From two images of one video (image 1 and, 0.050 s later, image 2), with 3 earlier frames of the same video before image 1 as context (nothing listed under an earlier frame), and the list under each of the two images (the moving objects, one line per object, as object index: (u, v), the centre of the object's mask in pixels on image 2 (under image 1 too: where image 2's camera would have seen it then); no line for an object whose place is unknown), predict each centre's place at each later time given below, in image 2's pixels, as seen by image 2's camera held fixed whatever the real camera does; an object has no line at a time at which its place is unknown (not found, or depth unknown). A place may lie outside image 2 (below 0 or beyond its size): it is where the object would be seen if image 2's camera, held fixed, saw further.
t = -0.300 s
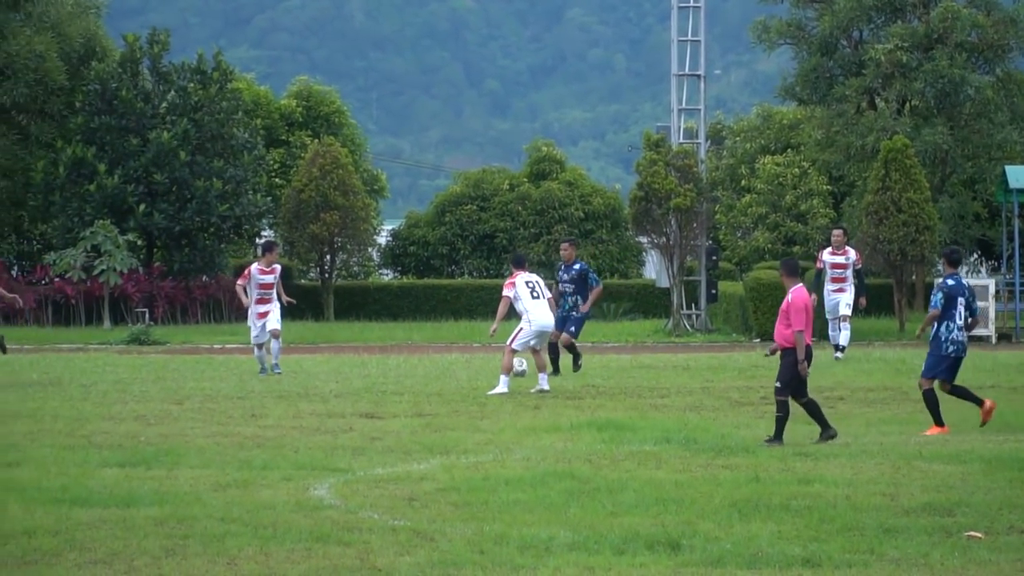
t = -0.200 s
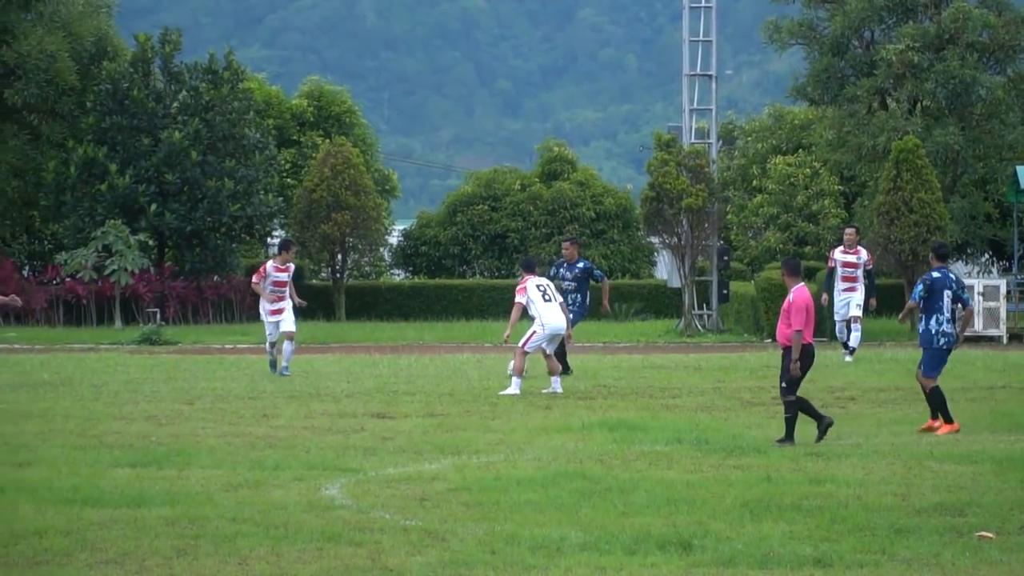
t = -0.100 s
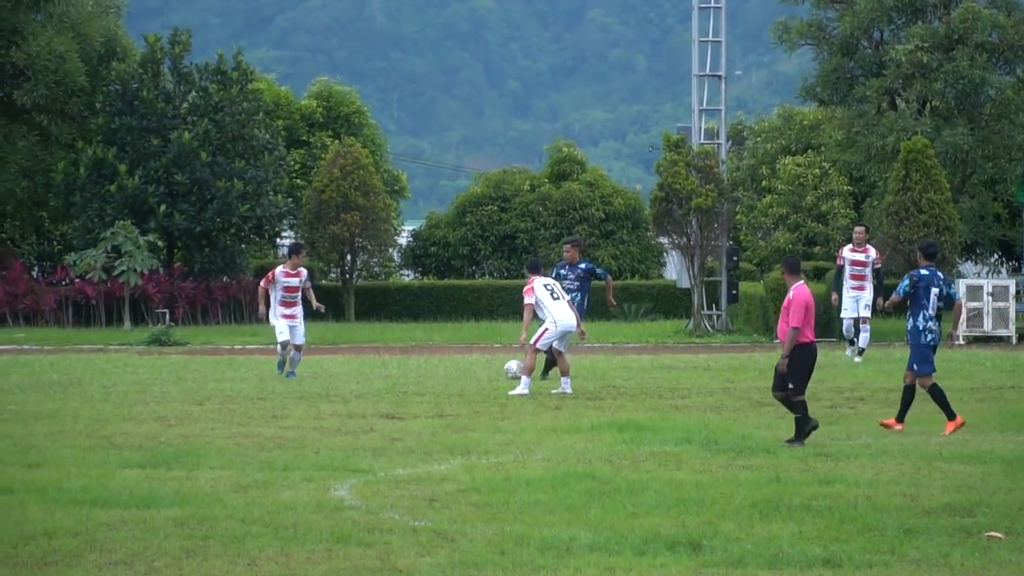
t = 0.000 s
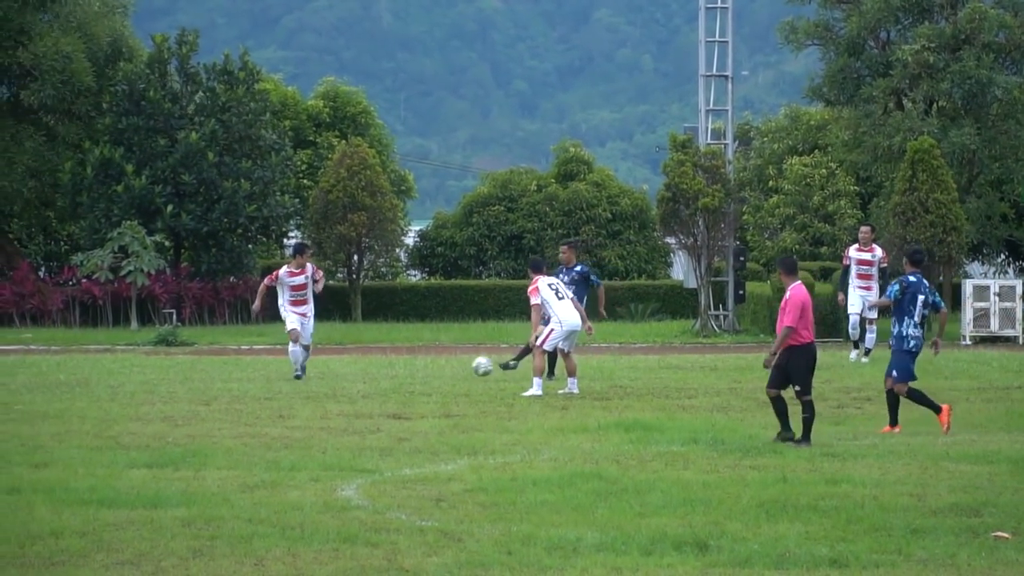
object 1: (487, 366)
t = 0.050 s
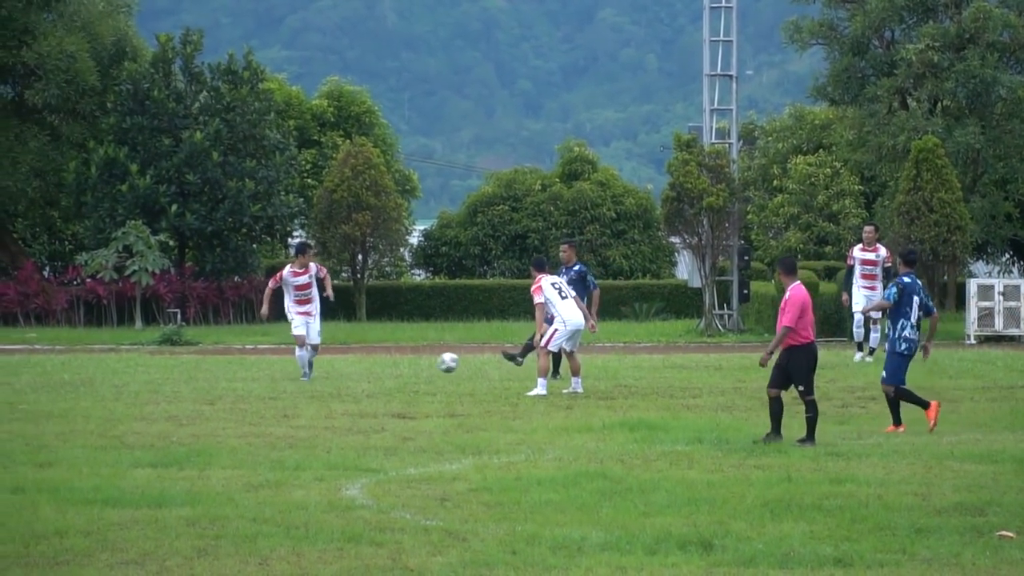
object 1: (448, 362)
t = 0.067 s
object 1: (440, 362)
